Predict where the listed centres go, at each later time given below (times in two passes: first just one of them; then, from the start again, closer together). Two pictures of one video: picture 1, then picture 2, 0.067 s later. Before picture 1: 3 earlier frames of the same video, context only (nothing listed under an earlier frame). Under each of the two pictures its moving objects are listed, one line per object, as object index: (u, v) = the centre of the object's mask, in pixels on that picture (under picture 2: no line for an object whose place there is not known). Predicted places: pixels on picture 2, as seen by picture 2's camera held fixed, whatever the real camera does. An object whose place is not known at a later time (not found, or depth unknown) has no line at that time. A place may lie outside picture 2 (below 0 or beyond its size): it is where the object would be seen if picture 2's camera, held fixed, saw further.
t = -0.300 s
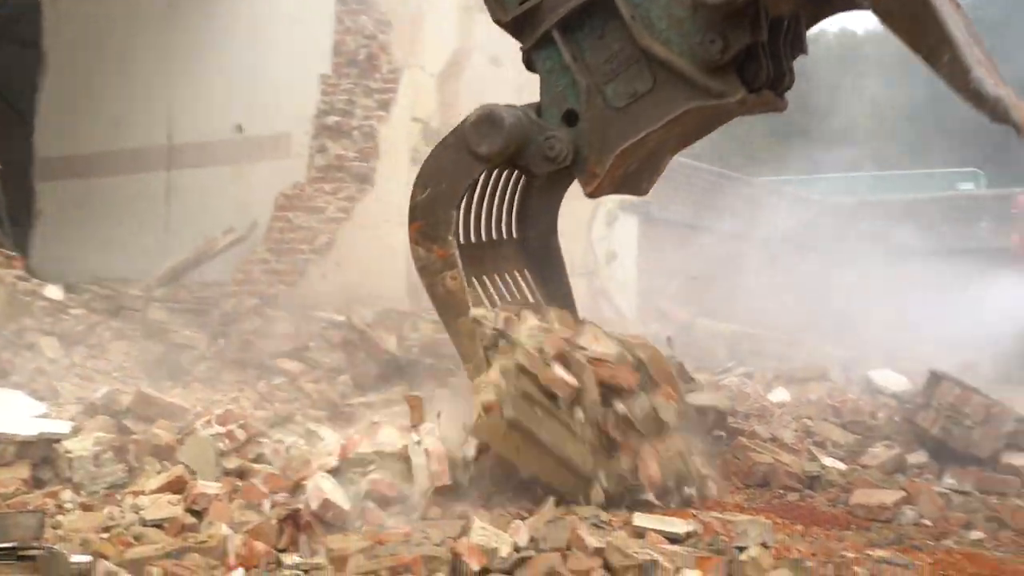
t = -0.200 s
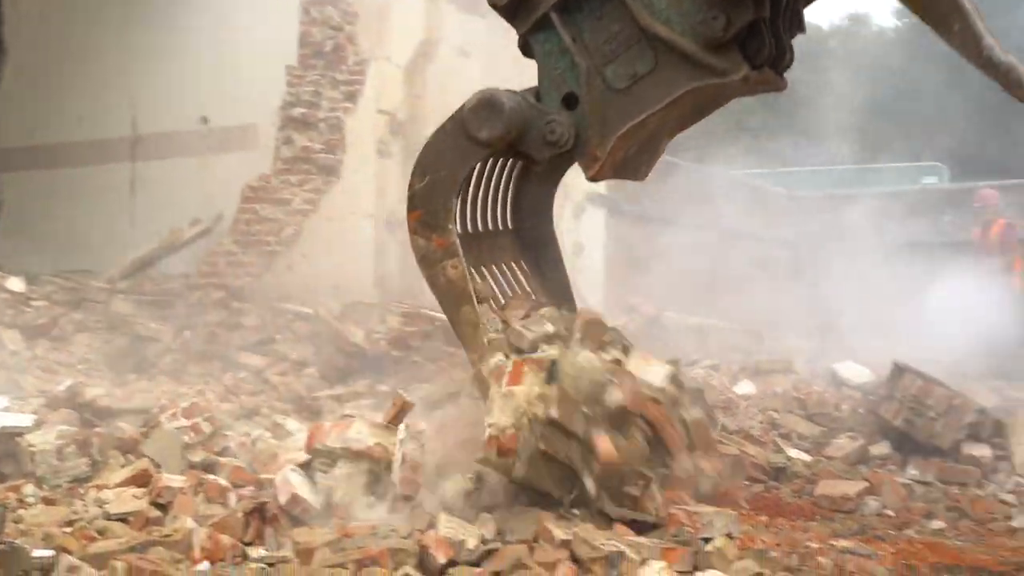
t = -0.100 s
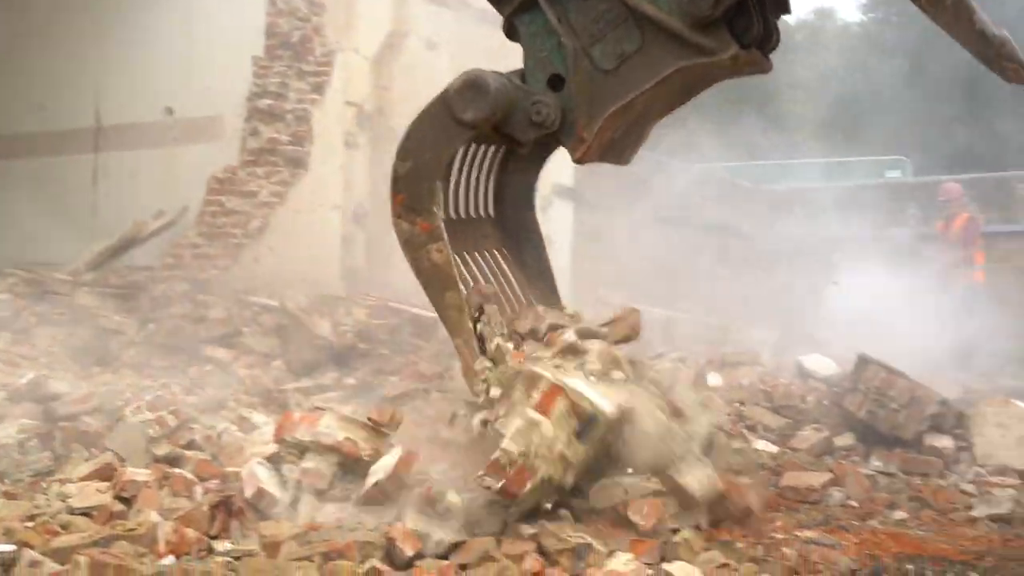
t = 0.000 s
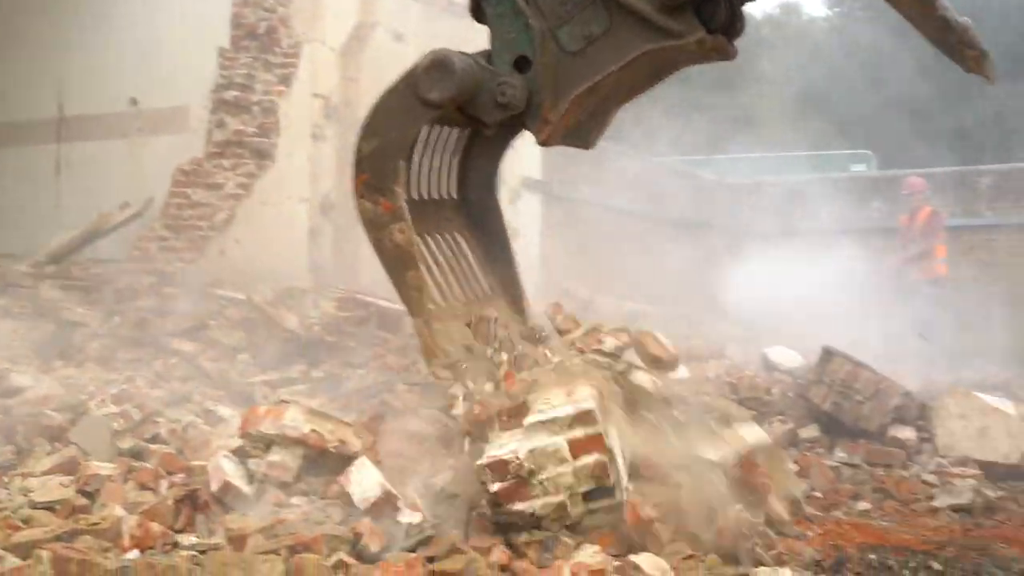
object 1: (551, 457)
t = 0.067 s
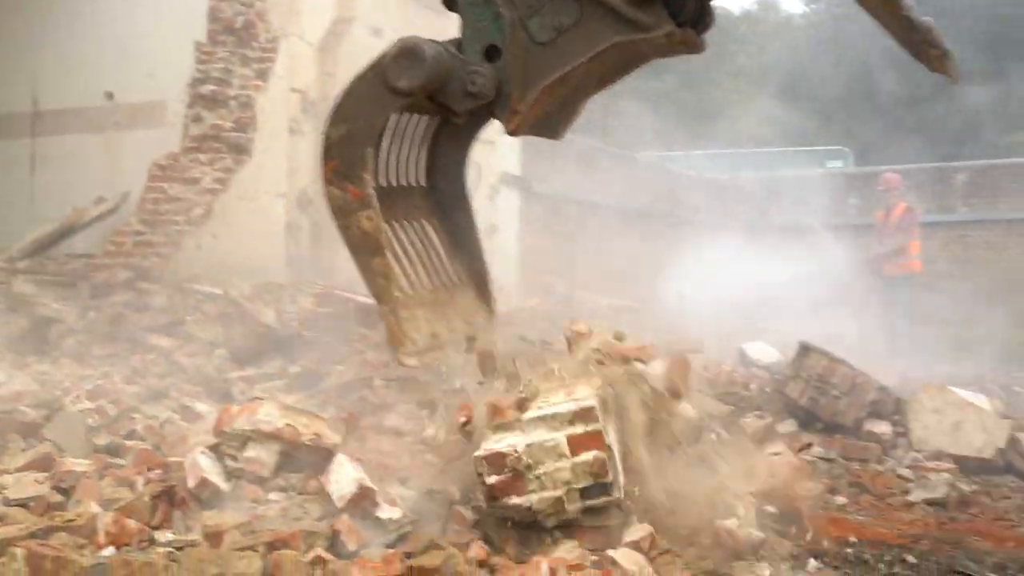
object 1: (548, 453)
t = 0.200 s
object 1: (578, 462)
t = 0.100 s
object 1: (556, 455)
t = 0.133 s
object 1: (565, 457)
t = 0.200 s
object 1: (578, 462)
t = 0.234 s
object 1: (583, 464)
